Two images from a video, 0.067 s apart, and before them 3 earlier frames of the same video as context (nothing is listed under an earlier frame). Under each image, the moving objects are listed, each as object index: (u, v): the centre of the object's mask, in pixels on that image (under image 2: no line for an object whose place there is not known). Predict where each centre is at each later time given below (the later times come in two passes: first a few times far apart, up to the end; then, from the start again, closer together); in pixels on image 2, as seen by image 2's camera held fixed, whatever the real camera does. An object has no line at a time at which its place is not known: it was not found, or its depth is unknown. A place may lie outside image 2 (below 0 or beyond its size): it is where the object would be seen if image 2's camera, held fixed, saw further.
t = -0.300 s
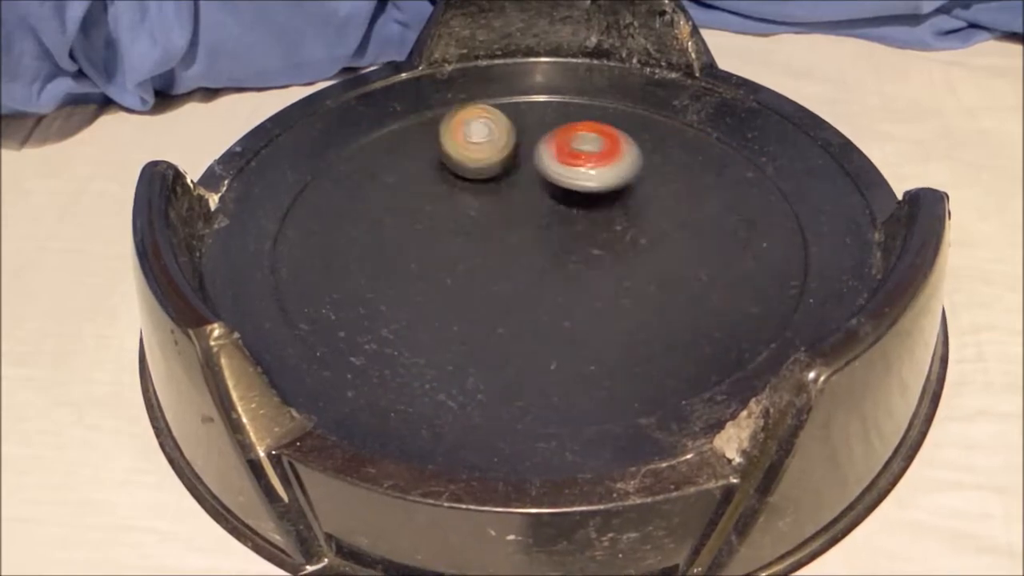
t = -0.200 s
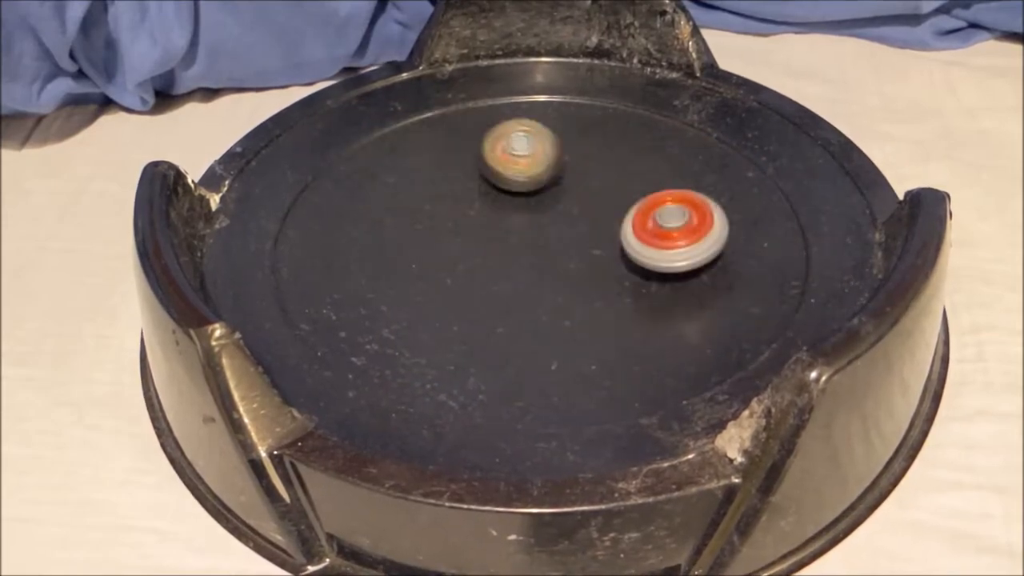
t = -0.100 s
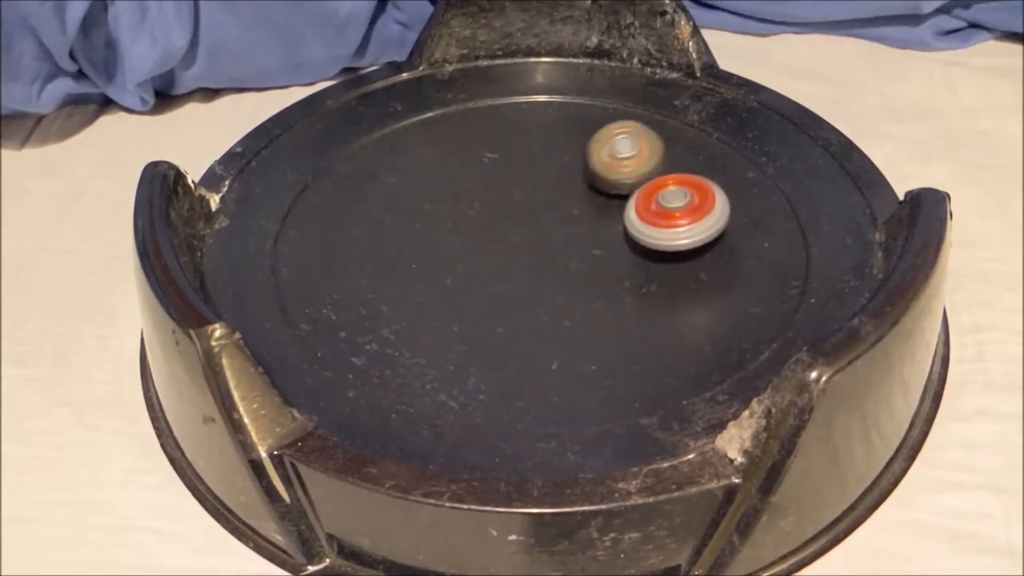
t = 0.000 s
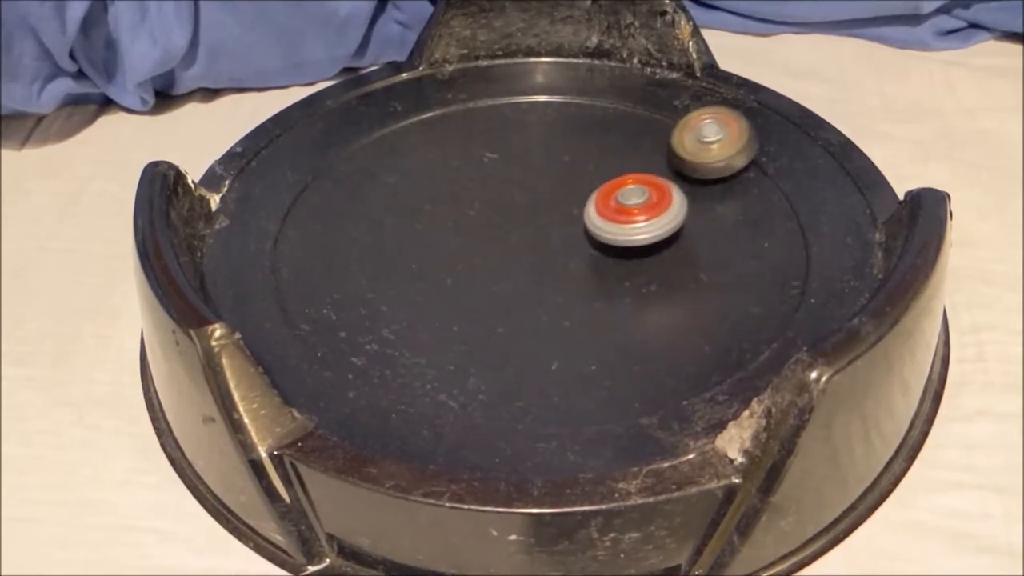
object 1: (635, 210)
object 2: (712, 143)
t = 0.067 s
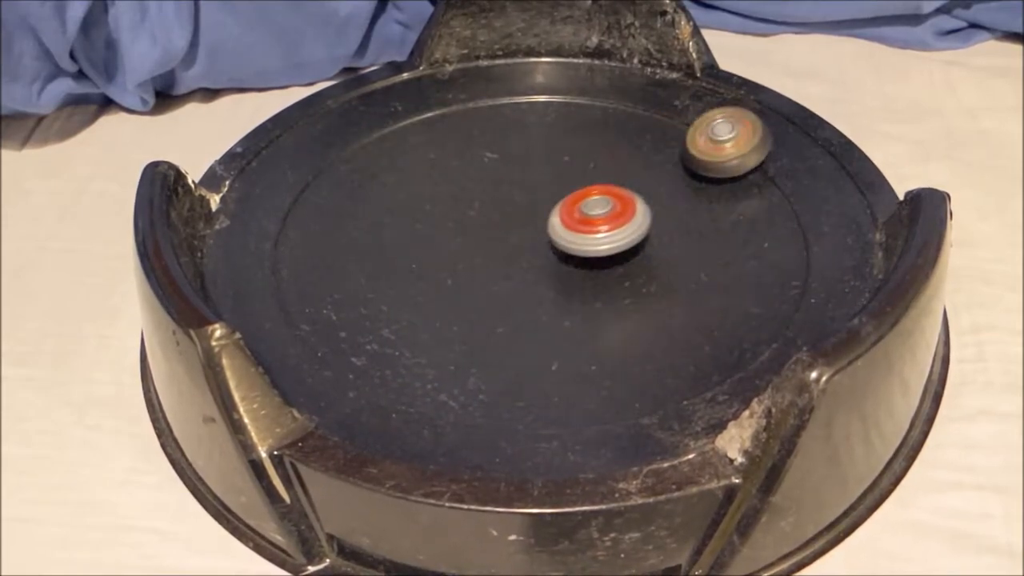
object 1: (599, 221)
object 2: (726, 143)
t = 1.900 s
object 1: (663, 318)
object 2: (580, 285)
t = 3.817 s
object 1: (429, 213)
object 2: (572, 191)
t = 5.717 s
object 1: (649, 260)
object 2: (499, 223)
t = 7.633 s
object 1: (556, 169)
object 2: (507, 232)
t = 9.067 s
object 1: (449, 215)
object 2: (562, 239)
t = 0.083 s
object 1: (589, 225)
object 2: (728, 147)
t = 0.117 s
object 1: (570, 233)
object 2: (731, 158)
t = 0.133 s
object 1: (560, 237)
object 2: (730, 165)
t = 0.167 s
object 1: (544, 246)
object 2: (722, 181)
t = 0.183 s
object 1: (537, 250)
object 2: (716, 190)
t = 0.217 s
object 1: (525, 258)
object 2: (699, 208)
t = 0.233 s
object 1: (520, 262)
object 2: (691, 219)
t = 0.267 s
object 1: (512, 268)
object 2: (674, 241)
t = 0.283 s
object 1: (509, 271)
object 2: (667, 253)
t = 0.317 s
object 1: (504, 275)
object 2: (655, 275)
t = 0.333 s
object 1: (502, 277)
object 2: (651, 286)
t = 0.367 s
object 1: (499, 280)
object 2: (644, 305)
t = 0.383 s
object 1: (497, 281)
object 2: (642, 313)
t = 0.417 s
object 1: (496, 282)
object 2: (641, 327)
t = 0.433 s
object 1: (496, 281)
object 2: (640, 332)
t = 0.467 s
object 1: (496, 279)
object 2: (635, 339)
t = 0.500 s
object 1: (498, 276)
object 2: (625, 340)
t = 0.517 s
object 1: (498, 275)
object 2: (620, 339)
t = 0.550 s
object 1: (500, 269)
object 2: (602, 334)
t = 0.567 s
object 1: (501, 266)
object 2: (590, 331)
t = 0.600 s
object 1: (504, 260)
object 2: (562, 323)
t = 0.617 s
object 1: (506, 255)
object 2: (547, 318)
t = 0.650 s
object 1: (502, 231)
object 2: (523, 310)
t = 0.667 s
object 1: (499, 222)
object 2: (505, 305)
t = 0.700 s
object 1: (491, 206)
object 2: (469, 295)
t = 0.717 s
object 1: (487, 200)
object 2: (451, 290)
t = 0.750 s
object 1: (478, 188)
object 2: (419, 282)
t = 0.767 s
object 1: (475, 183)
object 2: (406, 279)
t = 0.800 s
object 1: (470, 175)
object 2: (382, 273)
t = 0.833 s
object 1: (466, 170)
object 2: (367, 268)
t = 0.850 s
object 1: (466, 169)
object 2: (362, 265)
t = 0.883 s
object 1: (465, 167)
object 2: (362, 260)
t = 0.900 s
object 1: (466, 167)
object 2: (365, 257)
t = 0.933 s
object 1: (469, 167)
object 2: (380, 250)
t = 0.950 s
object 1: (471, 168)
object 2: (389, 246)
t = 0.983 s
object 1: (478, 170)
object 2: (410, 237)
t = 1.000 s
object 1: (482, 171)
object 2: (422, 230)
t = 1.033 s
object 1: (510, 163)
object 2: (438, 219)
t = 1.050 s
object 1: (523, 161)
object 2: (446, 211)
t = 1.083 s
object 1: (539, 157)
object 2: (461, 194)
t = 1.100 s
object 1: (550, 154)
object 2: (466, 185)
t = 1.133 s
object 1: (578, 148)
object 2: (471, 172)
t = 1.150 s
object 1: (590, 145)
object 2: (474, 165)
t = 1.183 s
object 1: (612, 139)
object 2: (480, 153)
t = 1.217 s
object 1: (632, 135)
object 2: (485, 146)
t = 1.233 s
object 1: (641, 134)
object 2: (489, 144)
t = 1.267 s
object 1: (658, 133)
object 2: (498, 143)
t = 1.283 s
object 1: (666, 133)
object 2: (504, 145)
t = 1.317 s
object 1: (680, 136)
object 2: (518, 151)
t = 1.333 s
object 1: (685, 138)
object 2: (526, 154)
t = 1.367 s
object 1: (694, 144)
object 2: (544, 163)
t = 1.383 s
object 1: (696, 147)
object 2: (554, 168)
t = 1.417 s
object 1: (699, 154)
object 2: (577, 177)
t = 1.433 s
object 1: (700, 158)
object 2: (589, 181)
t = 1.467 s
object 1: (706, 169)
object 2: (609, 189)
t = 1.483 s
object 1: (713, 175)
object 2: (617, 193)
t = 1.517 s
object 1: (753, 188)
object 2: (619, 202)
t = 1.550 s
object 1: (772, 199)
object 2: (634, 209)
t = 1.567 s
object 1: (781, 205)
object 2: (641, 213)
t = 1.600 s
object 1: (790, 216)
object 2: (654, 220)
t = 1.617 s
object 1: (789, 219)
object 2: (659, 223)
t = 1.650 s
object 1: (789, 231)
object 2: (666, 229)
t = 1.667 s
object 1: (788, 236)
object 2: (666, 230)
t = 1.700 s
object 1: (784, 252)
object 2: (667, 237)
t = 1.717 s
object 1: (780, 260)
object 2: (665, 241)
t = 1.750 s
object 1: (767, 274)
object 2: (657, 250)
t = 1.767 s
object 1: (759, 280)
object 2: (652, 254)
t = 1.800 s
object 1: (740, 291)
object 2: (639, 263)
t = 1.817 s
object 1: (727, 296)
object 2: (631, 268)
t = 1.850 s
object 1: (700, 304)
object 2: (613, 277)
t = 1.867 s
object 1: (685, 308)
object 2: (603, 281)
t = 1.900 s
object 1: (663, 318)
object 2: (580, 285)
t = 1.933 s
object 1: (673, 350)
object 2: (538, 267)
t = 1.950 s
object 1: (666, 355)
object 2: (523, 265)
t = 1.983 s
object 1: (647, 362)
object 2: (495, 267)
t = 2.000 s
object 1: (637, 364)
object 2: (483, 268)
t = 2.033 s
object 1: (616, 364)
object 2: (459, 270)
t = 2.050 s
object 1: (605, 363)
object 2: (450, 272)
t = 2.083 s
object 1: (582, 358)
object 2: (437, 274)
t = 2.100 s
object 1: (569, 355)
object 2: (432, 275)
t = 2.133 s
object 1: (543, 345)
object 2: (432, 278)
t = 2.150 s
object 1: (531, 338)
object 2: (438, 279)
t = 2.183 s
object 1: (506, 324)
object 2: (449, 270)
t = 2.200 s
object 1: (494, 317)
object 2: (456, 263)
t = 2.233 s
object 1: (481, 314)
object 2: (469, 250)
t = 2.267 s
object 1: (470, 303)
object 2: (485, 238)
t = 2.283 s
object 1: (464, 296)
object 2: (491, 231)
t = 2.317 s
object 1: (453, 281)
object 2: (501, 217)
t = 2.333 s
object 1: (448, 273)
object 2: (505, 209)
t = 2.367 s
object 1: (438, 256)
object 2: (513, 195)
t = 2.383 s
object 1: (435, 247)
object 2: (516, 188)
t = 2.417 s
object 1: (429, 230)
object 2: (520, 177)
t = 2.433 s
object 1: (427, 221)
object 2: (521, 172)
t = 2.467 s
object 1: (425, 205)
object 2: (523, 165)
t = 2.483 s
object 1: (425, 198)
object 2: (524, 163)
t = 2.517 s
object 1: (427, 185)
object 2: (526, 164)
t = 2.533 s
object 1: (429, 180)
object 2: (528, 168)
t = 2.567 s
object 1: (435, 170)
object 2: (535, 177)
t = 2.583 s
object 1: (440, 166)
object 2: (540, 183)
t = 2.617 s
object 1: (450, 160)
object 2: (551, 194)
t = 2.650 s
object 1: (464, 153)
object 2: (566, 204)
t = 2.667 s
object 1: (471, 150)
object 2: (574, 211)
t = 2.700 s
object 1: (486, 146)
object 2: (591, 222)
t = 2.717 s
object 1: (494, 145)
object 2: (599, 227)
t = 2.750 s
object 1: (511, 144)
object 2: (618, 236)
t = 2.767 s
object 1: (520, 144)
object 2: (624, 240)
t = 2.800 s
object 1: (540, 145)
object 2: (640, 246)
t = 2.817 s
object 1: (545, 145)
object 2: (643, 247)
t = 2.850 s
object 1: (565, 149)
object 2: (652, 251)
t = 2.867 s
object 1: (576, 151)
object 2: (657, 253)
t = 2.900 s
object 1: (597, 156)
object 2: (658, 255)
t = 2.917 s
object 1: (607, 159)
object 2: (656, 256)
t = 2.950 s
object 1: (625, 166)
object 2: (643, 259)
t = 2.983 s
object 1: (643, 174)
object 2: (626, 262)
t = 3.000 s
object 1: (650, 178)
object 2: (617, 264)
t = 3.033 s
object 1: (664, 188)
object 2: (598, 268)
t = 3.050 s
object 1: (669, 193)
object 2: (588, 270)
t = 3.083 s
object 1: (677, 204)
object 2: (567, 273)
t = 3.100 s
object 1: (680, 209)
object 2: (556, 275)
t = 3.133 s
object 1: (684, 221)
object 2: (536, 277)
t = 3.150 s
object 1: (684, 227)
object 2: (525, 278)
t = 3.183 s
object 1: (682, 239)
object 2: (507, 279)
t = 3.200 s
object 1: (680, 245)
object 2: (498, 279)
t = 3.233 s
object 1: (672, 257)
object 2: (482, 278)
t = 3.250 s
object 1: (667, 263)
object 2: (476, 278)
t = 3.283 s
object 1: (654, 274)
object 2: (465, 275)
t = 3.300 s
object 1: (646, 278)
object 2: (461, 273)
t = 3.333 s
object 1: (629, 287)
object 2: (456, 269)
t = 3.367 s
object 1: (609, 293)
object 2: (456, 262)
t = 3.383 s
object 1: (599, 296)
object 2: (459, 258)
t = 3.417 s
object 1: (576, 301)
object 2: (465, 251)
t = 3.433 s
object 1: (564, 301)
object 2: (469, 246)
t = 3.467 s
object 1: (539, 302)
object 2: (479, 238)
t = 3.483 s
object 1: (527, 302)
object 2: (484, 232)
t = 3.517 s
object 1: (503, 299)
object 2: (493, 223)
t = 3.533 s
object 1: (491, 296)
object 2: (498, 218)
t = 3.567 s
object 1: (470, 290)
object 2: (508, 209)
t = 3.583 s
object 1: (461, 286)
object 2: (513, 205)
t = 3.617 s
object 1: (445, 278)
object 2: (523, 196)
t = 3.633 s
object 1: (438, 273)
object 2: (528, 193)
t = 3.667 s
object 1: (428, 264)
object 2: (537, 186)
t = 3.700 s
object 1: (422, 253)
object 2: (545, 181)
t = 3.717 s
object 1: (420, 248)
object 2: (550, 180)
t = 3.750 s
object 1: (419, 236)
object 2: (558, 181)
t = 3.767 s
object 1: (421, 231)
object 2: (561, 183)
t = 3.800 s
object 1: (425, 219)
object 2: (569, 188)
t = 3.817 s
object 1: (429, 213)
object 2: (572, 191)
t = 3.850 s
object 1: (438, 202)
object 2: (580, 199)
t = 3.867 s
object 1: (444, 195)
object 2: (583, 204)
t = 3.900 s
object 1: (456, 183)
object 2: (590, 213)
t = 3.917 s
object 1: (464, 177)
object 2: (594, 218)
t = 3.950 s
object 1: (479, 168)
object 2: (599, 229)
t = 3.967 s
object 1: (482, 166)
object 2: (600, 231)
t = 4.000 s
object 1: (497, 158)
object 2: (606, 241)
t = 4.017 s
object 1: (505, 155)
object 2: (608, 247)
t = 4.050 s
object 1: (520, 150)
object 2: (610, 256)
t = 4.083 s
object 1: (537, 148)
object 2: (612, 264)
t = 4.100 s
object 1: (545, 148)
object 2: (613, 269)
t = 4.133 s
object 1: (561, 149)
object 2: (612, 275)
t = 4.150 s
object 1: (570, 150)
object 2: (610, 277)
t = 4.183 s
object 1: (586, 155)
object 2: (603, 282)
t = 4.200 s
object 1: (595, 157)
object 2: (597, 283)
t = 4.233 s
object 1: (610, 165)
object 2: (587, 284)
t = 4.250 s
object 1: (618, 169)
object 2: (583, 284)
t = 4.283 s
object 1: (632, 179)
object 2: (569, 283)
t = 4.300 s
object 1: (639, 184)
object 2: (563, 280)
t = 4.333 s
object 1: (649, 196)
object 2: (549, 276)
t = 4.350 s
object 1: (654, 202)
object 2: (541, 274)
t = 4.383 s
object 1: (662, 215)
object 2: (528, 268)
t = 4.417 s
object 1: (666, 228)
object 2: (514, 262)
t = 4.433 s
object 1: (667, 235)
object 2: (509, 259)
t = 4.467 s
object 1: (666, 248)
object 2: (497, 252)
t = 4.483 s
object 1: (664, 254)
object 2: (492, 248)
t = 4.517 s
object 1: (657, 265)
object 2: (485, 241)
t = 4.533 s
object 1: (652, 270)
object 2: (482, 238)
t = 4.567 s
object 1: (640, 279)
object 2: (478, 230)
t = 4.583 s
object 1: (633, 283)
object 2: (477, 227)
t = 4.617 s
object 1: (617, 290)
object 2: (477, 220)
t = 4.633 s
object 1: (608, 292)
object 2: (478, 218)
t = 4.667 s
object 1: (587, 297)
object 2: (483, 213)
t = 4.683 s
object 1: (576, 298)
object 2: (487, 211)
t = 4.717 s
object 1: (552, 298)
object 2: (496, 208)
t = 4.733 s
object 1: (541, 298)
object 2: (501, 207)
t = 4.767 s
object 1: (516, 295)
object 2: (513, 205)
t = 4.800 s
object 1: (493, 290)
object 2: (526, 205)
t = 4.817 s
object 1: (482, 286)
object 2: (533, 205)
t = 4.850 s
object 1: (463, 278)
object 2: (547, 205)
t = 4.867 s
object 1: (454, 273)
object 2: (552, 205)
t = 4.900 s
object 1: (440, 263)
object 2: (565, 207)
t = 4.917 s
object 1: (434, 258)
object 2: (573, 208)
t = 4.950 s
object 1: (426, 247)
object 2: (584, 212)
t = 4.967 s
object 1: (425, 241)
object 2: (589, 213)
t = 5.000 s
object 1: (424, 231)
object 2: (598, 218)
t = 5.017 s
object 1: (425, 225)
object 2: (603, 221)
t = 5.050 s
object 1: (431, 215)
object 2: (609, 227)
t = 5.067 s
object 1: (435, 210)
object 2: (611, 229)
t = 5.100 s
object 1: (445, 200)
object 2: (614, 236)
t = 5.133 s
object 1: (454, 193)
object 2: (614, 241)
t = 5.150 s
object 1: (461, 188)
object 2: (613, 244)
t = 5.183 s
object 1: (476, 180)
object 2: (610, 250)
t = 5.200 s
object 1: (484, 176)
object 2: (607, 255)
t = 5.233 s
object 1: (501, 170)
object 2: (600, 261)
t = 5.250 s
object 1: (510, 167)
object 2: (595, 263)
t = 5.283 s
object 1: (527, 163)
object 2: (585, 268)
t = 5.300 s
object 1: (535, 161)
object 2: (580, 270)
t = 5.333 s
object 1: (552, 160)
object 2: (569, 272)
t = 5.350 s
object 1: (561, 160)
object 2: (562, 273)
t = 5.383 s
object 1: (577, 162)
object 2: (550, 274)
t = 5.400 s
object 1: (585, 164)
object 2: (544, 273)
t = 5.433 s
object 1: (601, 169)
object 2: (532, 271)
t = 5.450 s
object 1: (609, 172)
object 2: (526, 271)
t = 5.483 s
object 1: (624, 180)
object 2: (516, 267)
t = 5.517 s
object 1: (636, 190)
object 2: (507, 262)
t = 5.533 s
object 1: (642, 195)
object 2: (502, 259)
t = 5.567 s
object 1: (651, 206)
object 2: (496, 254)
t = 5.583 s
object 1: (654, 212)
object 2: (495, 251)
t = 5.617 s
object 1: (658, 221)
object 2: (493, 245)
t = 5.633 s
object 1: (659, 231)
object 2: (493, 241)
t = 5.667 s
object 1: (658, 243)
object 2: (495, 233)
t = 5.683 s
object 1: (656, 248)
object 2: (496, 229)
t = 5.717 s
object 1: (649, 260)
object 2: (499, 223)
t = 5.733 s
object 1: (643, 265)
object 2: (502, 220)
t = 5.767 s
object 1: (631, 275)
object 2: (509, 214)
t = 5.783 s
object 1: (624, 279)
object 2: (512, 213)
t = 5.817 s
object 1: (607, 287)
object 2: (521, 208)
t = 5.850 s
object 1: (588, 292)
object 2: (530, 205)
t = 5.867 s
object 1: (578, 294)
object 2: (533, 205)
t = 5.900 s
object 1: (556, 296)
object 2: (543, 205)
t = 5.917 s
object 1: (545, 295)
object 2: (548, 204)
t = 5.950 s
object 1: (523, 293)
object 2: (557, 205)
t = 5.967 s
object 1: (513, 291)
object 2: (563, 207)
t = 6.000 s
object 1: (492, 285)
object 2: (570, 211)
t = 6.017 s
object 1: (482, 282)
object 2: (574, 214)
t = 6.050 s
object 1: (465, 273)
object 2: (582, 219)
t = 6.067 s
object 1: (458, 268)
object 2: (583, 222)
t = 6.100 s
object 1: (446, 257)
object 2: (588, 229)
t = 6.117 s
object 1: (441, 252)
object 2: (590, 232)
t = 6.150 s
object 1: (435, 240)
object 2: (592, 239)
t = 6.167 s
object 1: (434, 235)
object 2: (593, 244)
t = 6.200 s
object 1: (435, 223)
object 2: (594, 251)
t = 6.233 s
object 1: (440, 212)
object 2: (591, 257)
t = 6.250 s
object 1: (443, 207)
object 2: (590, 261)
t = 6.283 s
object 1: (449, 199)
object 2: (587, 264)
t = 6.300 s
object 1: (454, 194)
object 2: (585, 267)
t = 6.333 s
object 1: (463, 187)
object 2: (580, 269)
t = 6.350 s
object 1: (474, 180)
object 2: (573, 271)
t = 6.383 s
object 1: (489, 174)
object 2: (565, 272)
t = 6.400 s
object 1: (497, 171)
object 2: (560, 272)
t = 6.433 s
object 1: (514, 166)
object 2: (551, 270)
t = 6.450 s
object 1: (518, 165)
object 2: (547, 269)
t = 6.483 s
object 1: (540, 163)
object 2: (535, 264)
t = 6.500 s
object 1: (544, 163)
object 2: (533, 263)
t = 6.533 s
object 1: (561, 164)
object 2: (523, 258)
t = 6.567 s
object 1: (578, 167)
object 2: (517, 253)
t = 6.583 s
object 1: (587, 170)
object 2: (512, 249)
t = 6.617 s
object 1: (602, 176)
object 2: (507, 243)
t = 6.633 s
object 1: (614, 182)
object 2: (504, 238)
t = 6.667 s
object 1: (624, 189)
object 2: (501, 233)
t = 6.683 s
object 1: (629, 194)
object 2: (502, 230)
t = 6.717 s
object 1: (641, 208)
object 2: (502, 223)
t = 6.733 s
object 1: (643, 210)
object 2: (502, 222)
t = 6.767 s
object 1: (648, 222)
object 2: (507, 217)
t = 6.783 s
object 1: (650, 228)
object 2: (509, 217)
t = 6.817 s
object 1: (649, 240)
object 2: (516, 214)
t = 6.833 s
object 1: (648, 246)
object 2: (520, 213)
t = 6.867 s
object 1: (641, 257)
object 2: (529, 213)
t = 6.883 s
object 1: (637, 262)
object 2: (533, 213)
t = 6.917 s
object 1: (622, 273)
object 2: (545, 215)
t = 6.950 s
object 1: (610, 280)
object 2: (552, 215)
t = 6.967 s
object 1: (602, 283)
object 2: (557, 218)
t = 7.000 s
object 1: (584, 288)
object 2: (565, 220)
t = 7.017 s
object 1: (574, 290)
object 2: (570, 222)
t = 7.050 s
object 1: (554, 291)
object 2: (578, 226)
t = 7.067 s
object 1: (544, 291)
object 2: (582, 230)
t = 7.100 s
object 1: (523, 288)
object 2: (587, 235)
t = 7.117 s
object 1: (513, 286)
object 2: (588, 239)
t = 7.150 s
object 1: (493, 280)
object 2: (590, 244)
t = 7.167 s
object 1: (485, 276)
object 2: (591, 248)
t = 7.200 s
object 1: (469, 267)
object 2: (590, 252)
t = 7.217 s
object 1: (462, 262)
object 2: (589, 255)
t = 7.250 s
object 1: (452, 251)
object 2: (585, 259)
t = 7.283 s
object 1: (446, 239)
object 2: (578, 262)
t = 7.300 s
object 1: (444, 234)
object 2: (576, 263)
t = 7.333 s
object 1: (444, 222)
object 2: (567, 264)
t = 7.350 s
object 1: (446, 217)
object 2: (563, 264)
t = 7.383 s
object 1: (451, 206)
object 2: (553, 263)
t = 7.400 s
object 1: (454, 201)
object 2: (549, 262)
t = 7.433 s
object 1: (461, 194)
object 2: (541, 261)
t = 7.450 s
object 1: (467, 190)
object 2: (537, 258)
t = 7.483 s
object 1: (480, 183)
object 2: (527, 255)
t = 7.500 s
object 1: (488, 179)
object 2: (524, 251)
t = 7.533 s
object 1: (504, 174)
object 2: (516, 248)
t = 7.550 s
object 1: (513, 172)
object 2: (513, 245)
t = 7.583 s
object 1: (530, 168)
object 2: (510, 240)
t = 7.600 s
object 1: (539, 168)
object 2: (507, 237)
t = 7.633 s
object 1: (556, 169)
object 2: (507, 232)
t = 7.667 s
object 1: (574, 172)
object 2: (509, 227)
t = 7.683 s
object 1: (582, 174)
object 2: (509, 226)
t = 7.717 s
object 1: (598, 180)
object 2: (514, 221)
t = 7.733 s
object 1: (605, 184)
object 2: (517, 221)
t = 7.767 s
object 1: (618, 192)
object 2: (522, 219)
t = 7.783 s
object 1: (624, 197)
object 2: (527, 219)
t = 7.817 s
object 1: (632, 206)
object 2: (534, 218)
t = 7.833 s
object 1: (635, 211)
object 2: (539, 218)
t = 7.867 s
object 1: (639, 222)
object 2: (546, 220)
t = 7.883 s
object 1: (640, 228)
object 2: (550, 220)
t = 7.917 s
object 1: (640, 240)
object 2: (557, 223)
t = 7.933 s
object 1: (640, 247)
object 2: (558, 223)
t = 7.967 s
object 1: (637, 258)
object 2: (564, 226)
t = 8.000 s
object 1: (630, 268)
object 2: (568, 229)
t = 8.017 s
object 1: (625, 272)
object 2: (569, 230)
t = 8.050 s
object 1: (619, 276)
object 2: (570, 233)
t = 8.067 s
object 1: (616, 279)
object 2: (570, 233)
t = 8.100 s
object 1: (609, 282)
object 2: (570, 235)
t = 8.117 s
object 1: (606, 284)
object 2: (571, 235)
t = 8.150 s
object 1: (598, 288)
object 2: (572, 237)
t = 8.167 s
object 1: (593, 289)
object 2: (573, 237)
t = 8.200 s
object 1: (585, 293)
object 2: (575, 239)
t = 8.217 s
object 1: (580, 294)
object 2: (573, 240)
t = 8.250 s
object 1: (571, 296)
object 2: (574, 241)
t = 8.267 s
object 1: (567, 296)
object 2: (574, 242)
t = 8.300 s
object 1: (557, 296)
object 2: (572, 243)
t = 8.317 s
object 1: (552, 297)
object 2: (572, 244)
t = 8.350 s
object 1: (541, 297)
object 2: (571, 245)
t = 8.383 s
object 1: (531, 296)
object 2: (568, 246)
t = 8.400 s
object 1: (526, 295)
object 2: (568, 247)
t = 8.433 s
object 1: (515, 294)
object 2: (565, 249)
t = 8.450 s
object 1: (510, 292)
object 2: (564, 248)
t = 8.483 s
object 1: (501, 289)
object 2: (560, 249)
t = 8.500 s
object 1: (496, 288)
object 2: (558, 249)
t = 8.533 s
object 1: (481, 287)
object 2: (558, 246)
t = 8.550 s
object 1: (471, 287)
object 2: (559, 245)
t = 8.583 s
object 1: (458, 285)
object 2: (563, 243)
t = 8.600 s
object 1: (453, 284)
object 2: (563, 244)
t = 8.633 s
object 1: (444, 281)
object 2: (564, 245)
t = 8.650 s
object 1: (441, 279)
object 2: (563, 246)
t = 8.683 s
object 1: (434, 275)
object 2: (560, 244)
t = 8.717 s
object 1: (428, 272)
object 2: (562, 241)
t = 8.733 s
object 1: (426, 269)
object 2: (561, 239)
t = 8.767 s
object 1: (422, 265)
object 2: (565, 237)
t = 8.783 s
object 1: (421, 262)
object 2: (566, 237)
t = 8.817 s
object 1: (420, 257)
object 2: (567, 240)
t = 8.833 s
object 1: (419, 254)
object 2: (566, 240)
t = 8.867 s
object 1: (420, 249)
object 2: (565, 239)
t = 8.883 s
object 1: (420, 246)
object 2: (565, 239)
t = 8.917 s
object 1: (423, 240)
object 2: (564, 236)
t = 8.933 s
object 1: (425, 237)
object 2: (565, 235)
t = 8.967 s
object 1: (429, 231)
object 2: (568, 235)
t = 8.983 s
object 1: (432, 228)
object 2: (568, 237)
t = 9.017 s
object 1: (438, 223)
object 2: (566, 239)
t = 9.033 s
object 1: (441, 220)
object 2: (565, 240)
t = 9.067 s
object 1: (449, 215)
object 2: (562, 239)
